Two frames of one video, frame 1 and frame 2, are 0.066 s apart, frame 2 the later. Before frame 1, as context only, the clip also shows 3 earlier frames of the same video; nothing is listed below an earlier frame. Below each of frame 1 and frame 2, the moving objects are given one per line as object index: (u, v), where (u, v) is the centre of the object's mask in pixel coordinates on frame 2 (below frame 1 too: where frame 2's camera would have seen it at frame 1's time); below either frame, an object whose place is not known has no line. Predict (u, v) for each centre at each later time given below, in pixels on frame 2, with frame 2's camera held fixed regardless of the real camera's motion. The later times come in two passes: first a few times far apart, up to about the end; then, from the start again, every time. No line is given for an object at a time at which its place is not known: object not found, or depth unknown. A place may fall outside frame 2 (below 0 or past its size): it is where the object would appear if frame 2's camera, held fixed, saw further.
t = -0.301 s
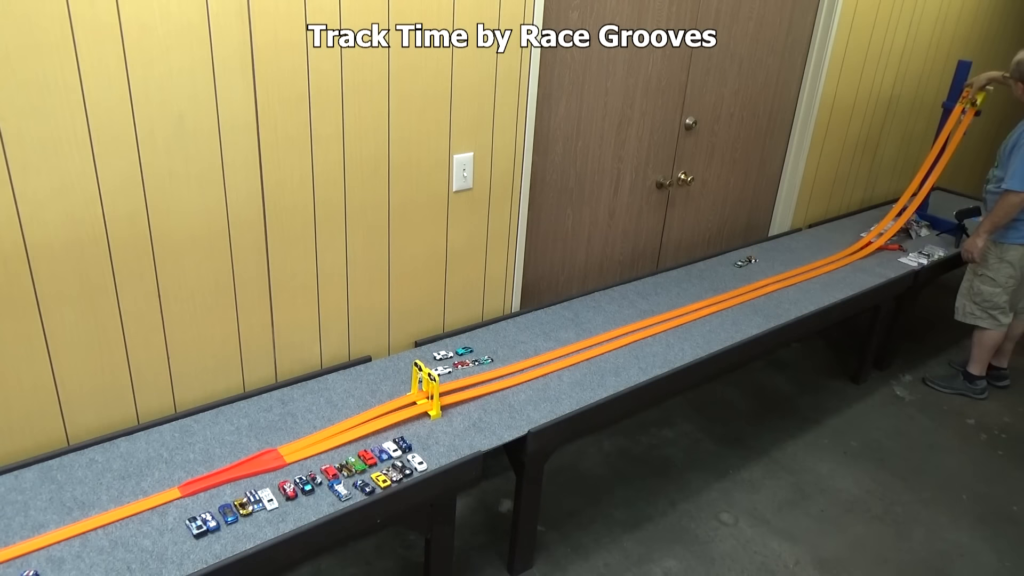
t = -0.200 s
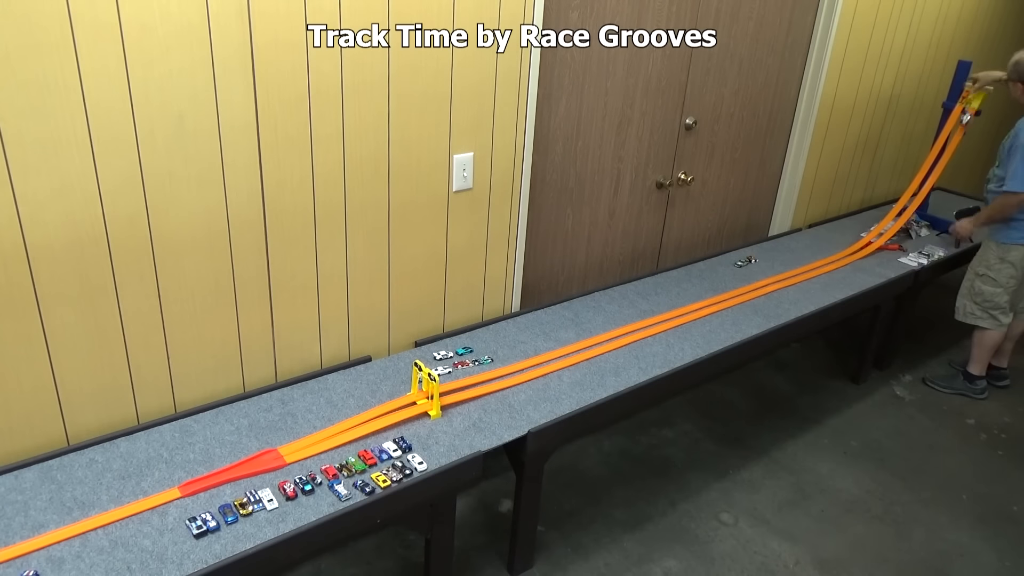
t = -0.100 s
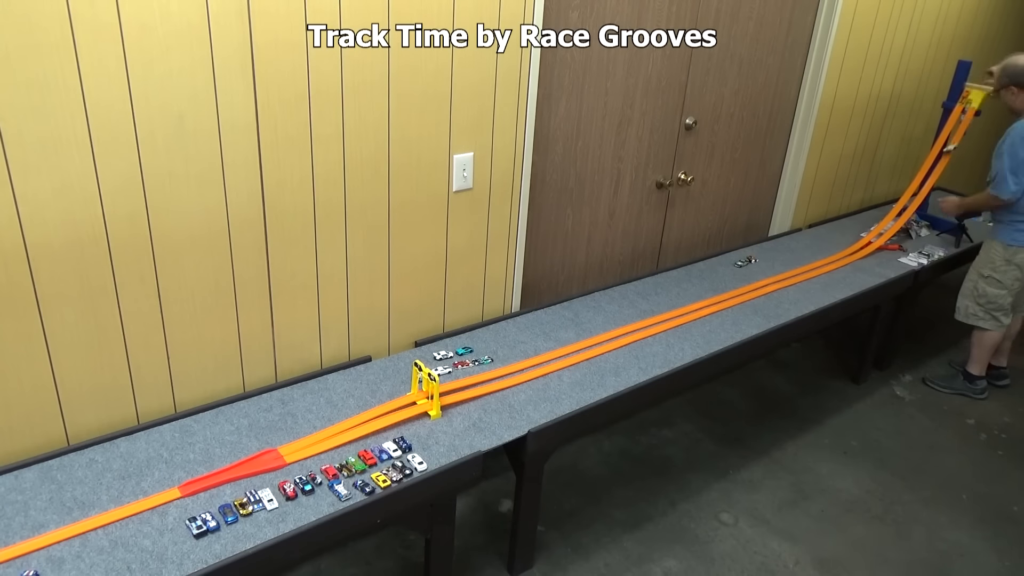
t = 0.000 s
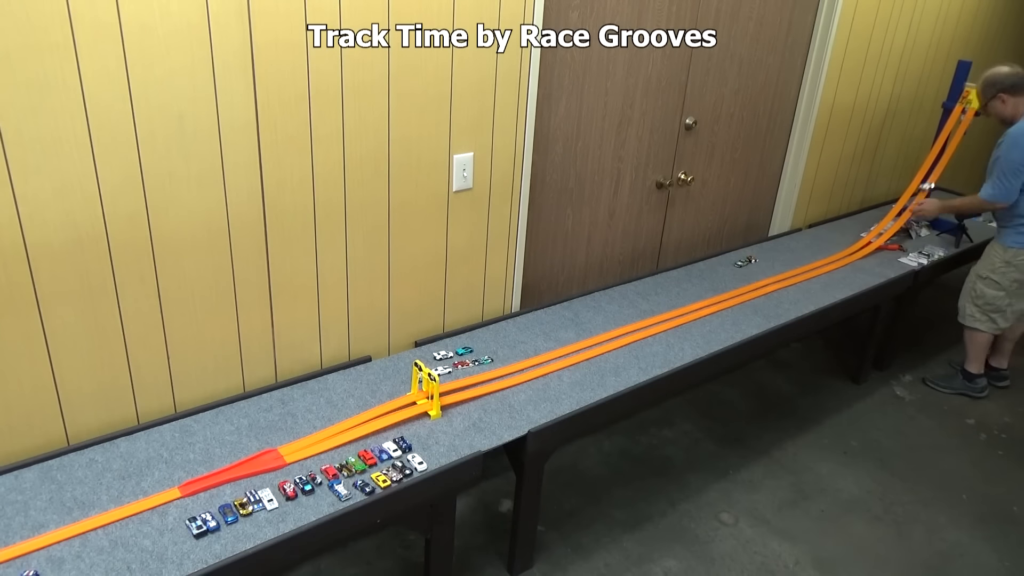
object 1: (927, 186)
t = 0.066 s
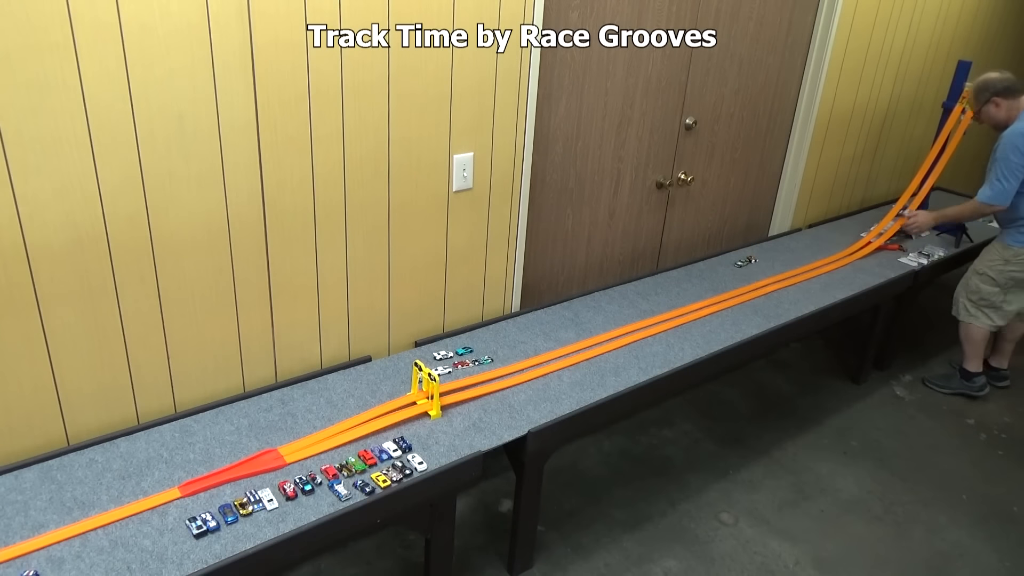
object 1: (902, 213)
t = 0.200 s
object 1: (862, 252)
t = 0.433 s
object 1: (790, 279)
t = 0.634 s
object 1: (727, 302)
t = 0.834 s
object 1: (665, 323)
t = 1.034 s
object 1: (606, 344)
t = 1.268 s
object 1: (544, 366)
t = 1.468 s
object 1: (503, 381)
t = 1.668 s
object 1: (476, 388)
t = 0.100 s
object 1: (896, 225)
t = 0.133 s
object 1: (883, 236)
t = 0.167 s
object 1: (872, 245)
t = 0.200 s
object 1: (862, 252)
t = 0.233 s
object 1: (852, 255)
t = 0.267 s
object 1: (841, 260)
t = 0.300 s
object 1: (831, 264)
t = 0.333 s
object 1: (821, 268)
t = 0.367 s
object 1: (811, 272)
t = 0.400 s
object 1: (801, 276)
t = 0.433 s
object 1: (790, 279)
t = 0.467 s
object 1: (780, 283)
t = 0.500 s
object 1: (770, 286)
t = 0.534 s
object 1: (758, 290)
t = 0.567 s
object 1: (748, 295)
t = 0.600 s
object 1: (738, 298)
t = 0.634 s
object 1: (727, 302)
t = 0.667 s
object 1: (717, 305)
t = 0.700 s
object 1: (706, 309)
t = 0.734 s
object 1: (696, 313)
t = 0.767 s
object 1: (686, 316)
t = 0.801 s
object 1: (675, 320)
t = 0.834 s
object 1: (665, 323)
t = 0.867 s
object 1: (654, 327)
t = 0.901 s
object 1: (645, 330)
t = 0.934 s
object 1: (635, 334)
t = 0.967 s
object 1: (625, 337)
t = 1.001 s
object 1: (615, 341)
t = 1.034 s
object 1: (606, 344)
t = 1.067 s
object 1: (596, 348)
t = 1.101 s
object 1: (587, 351)
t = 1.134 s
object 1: (578, 354)
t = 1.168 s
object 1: (569, 358)
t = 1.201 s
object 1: (560, 361)
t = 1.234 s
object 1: (552, 364)
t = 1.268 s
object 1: (544, 366)
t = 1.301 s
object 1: (536, 369)
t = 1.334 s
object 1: (529, 372)
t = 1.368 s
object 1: (522, 374)
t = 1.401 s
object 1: (515, 377)
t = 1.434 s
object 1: (509, 378)
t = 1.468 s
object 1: (503, 381)
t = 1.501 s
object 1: (497, 382)
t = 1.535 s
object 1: (492, 383)
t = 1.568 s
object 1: (487, 385)
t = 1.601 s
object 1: (483, 386)
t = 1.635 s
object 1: (479, 387)
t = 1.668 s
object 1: (476, 388)
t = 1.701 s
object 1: (473, 389)
